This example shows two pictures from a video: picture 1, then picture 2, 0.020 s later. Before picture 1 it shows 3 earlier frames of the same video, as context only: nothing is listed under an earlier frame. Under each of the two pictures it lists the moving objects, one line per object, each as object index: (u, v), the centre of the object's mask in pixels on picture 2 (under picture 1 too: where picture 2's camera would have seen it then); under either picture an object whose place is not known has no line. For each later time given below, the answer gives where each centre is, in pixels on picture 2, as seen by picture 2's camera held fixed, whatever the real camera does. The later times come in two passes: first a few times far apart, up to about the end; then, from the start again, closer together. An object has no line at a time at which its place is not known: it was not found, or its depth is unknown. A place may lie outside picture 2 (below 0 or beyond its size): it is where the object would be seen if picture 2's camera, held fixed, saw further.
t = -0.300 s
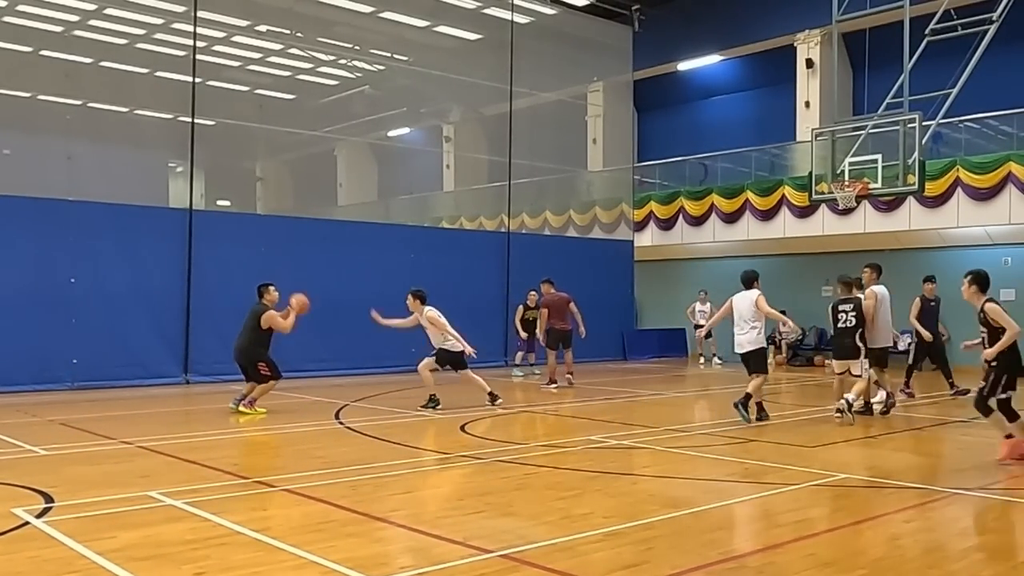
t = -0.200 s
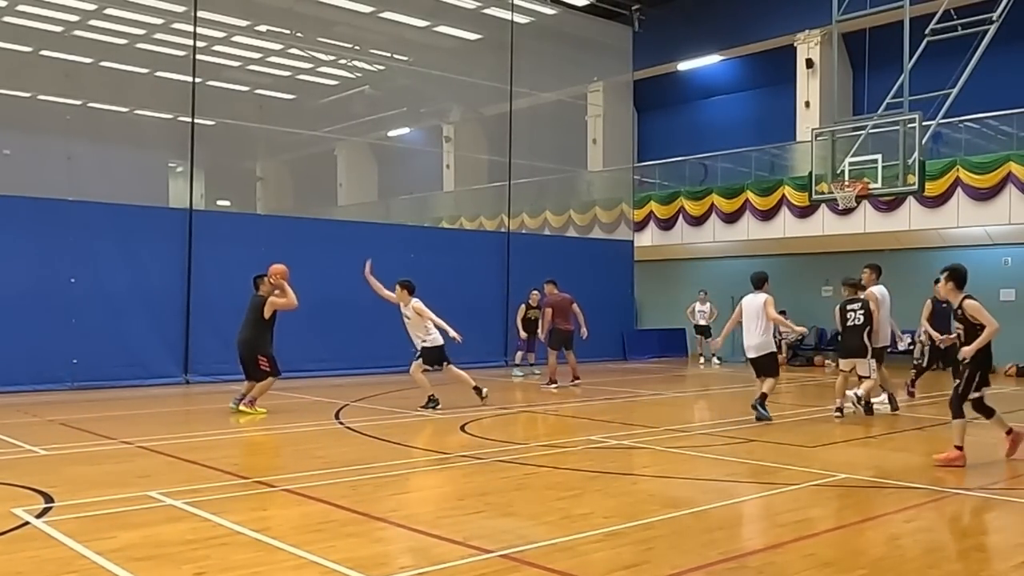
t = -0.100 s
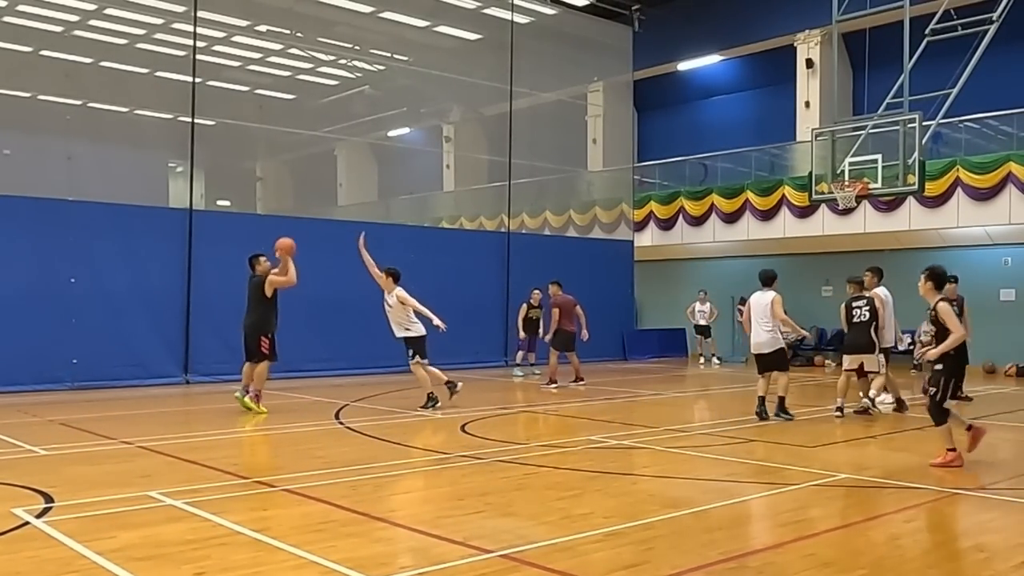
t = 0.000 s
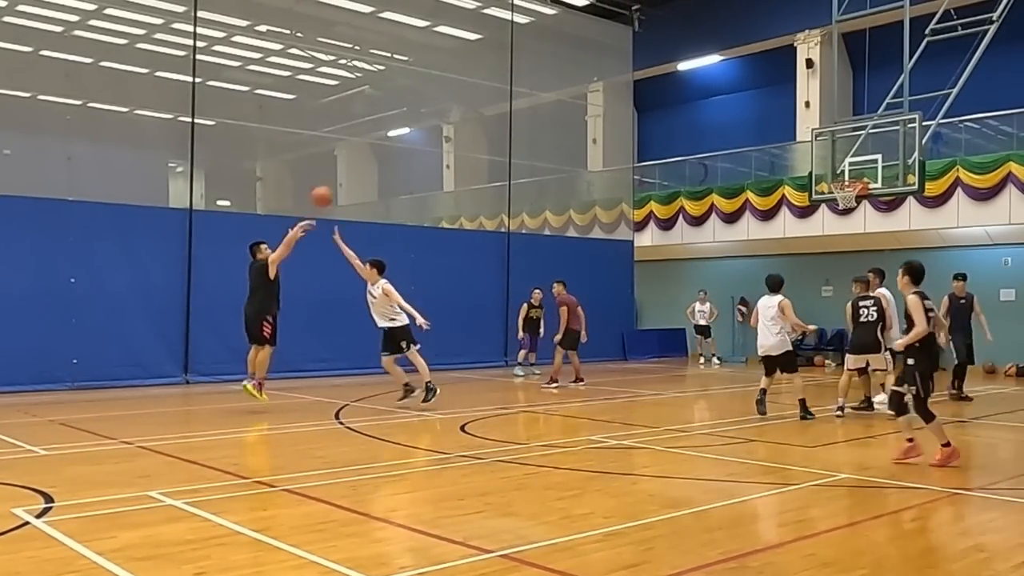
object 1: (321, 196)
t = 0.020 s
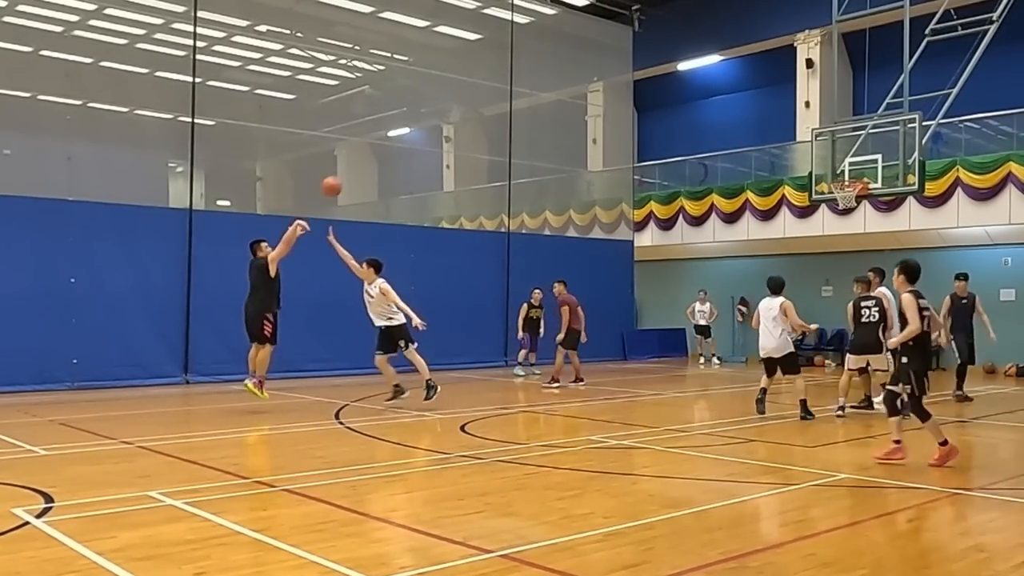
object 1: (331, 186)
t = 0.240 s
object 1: (438, 100)
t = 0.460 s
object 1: (538, 55)
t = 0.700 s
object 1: (641, 48)
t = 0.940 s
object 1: (735, 83)
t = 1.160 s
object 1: (815, 148)
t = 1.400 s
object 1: (861, 197)
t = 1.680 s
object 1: (868, 246)
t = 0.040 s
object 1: (342, 176)
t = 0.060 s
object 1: (351, 167)
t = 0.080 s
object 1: (361, 158)
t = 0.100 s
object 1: (371, 150)
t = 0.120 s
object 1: (381, 142)
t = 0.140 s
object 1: (390, 134)
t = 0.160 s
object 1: (400, 126)
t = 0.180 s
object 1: (410, 119)
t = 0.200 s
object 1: (419, 112)
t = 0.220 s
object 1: (429, 106)
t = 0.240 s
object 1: (438, 100)
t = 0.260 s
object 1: (448, 94)
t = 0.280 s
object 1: (457, 89)
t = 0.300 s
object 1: (466, 84)
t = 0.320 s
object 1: (476, 79)
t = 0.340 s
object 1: (485, 75)
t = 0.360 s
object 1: (494, 70)
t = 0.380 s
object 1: (503, 67)
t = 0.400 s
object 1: (512, 63)
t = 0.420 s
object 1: (521, 60)
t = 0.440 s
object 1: (529, 57)
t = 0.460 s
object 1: (538, 55)
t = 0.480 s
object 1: (547, 52)
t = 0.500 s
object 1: (555, 50)
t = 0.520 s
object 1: (564, 49)
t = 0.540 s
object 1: (572, 47)
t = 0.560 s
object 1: (581, 46)
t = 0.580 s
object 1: (590, 46)
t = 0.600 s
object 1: (598, 45)
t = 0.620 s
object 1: (607, 45)
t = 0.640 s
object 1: (615, 46)
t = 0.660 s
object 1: (624, 46)
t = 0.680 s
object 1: (632, 47)
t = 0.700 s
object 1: (641, 48)
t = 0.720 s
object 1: (648, 49)
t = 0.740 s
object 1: (656, 51)
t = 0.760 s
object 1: (664, 53)
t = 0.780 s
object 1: (672, 55)
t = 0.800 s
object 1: (680, 57)
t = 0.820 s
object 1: (688, 59)
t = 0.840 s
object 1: (696, 63)
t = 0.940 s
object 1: (735, 83)
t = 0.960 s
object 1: (742, 88)
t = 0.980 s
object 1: (750, 92)
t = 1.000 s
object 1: (757, 98)
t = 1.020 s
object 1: (765, 103)
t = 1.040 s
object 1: (772, 109)
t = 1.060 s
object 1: (780, 115)
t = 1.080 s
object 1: (786, 121)
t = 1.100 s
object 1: (793, 127)
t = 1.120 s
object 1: (800, 134)
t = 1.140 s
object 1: (808, 141)
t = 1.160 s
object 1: (815, 148)
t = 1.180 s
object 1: (823, 155)
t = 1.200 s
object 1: (829, 163)
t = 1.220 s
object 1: (836, 171)
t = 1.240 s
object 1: (843, 176)
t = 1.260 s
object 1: (851, 185)
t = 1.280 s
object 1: (855, 195)
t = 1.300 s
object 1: (859, 196)
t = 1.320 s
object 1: (860, 195)
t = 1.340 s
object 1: (860, 194)
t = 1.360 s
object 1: (860, 196)
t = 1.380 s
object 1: (861, 196)
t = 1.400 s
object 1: (861, 197)
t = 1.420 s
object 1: (862, 198)
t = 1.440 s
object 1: (862, 202)
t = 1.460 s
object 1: (862, 204)
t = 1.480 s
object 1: (863, 206)
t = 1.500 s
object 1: (864, 209)
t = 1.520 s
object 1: (864, 211)
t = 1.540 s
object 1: (865, 215)
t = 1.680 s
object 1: (868, 246)
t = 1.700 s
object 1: (868, 250)
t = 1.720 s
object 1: (869, 256)
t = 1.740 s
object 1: (869, 262)
